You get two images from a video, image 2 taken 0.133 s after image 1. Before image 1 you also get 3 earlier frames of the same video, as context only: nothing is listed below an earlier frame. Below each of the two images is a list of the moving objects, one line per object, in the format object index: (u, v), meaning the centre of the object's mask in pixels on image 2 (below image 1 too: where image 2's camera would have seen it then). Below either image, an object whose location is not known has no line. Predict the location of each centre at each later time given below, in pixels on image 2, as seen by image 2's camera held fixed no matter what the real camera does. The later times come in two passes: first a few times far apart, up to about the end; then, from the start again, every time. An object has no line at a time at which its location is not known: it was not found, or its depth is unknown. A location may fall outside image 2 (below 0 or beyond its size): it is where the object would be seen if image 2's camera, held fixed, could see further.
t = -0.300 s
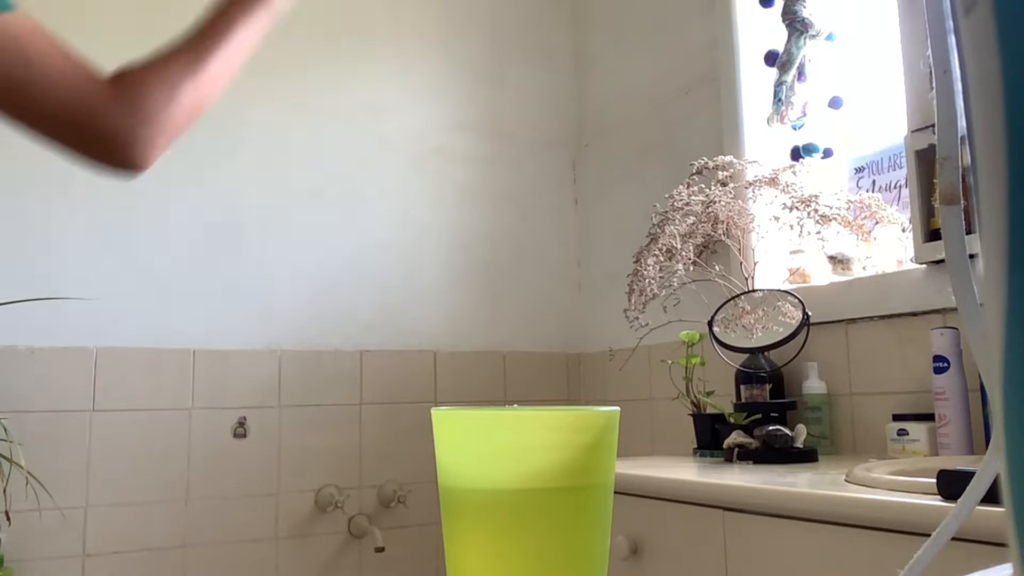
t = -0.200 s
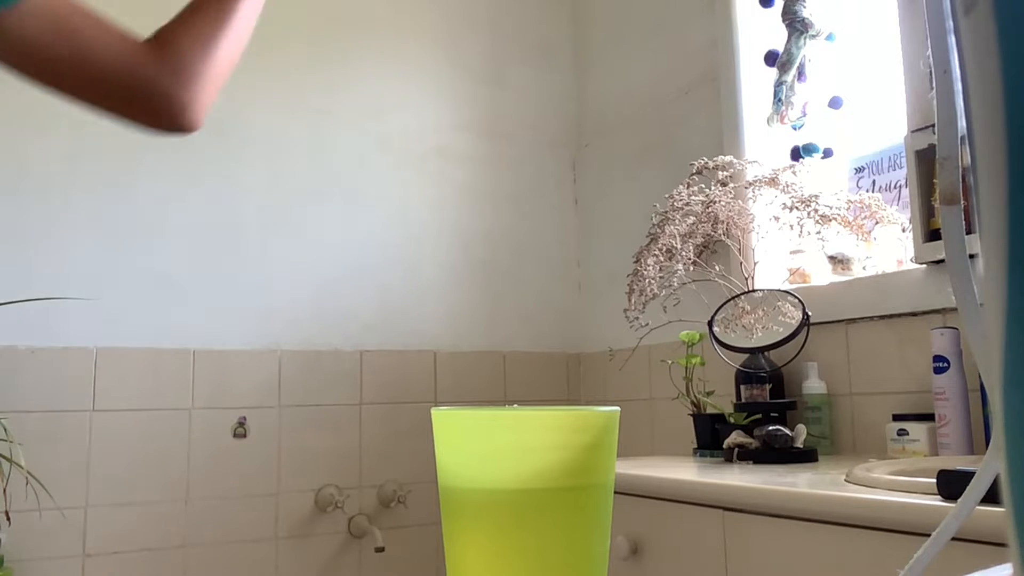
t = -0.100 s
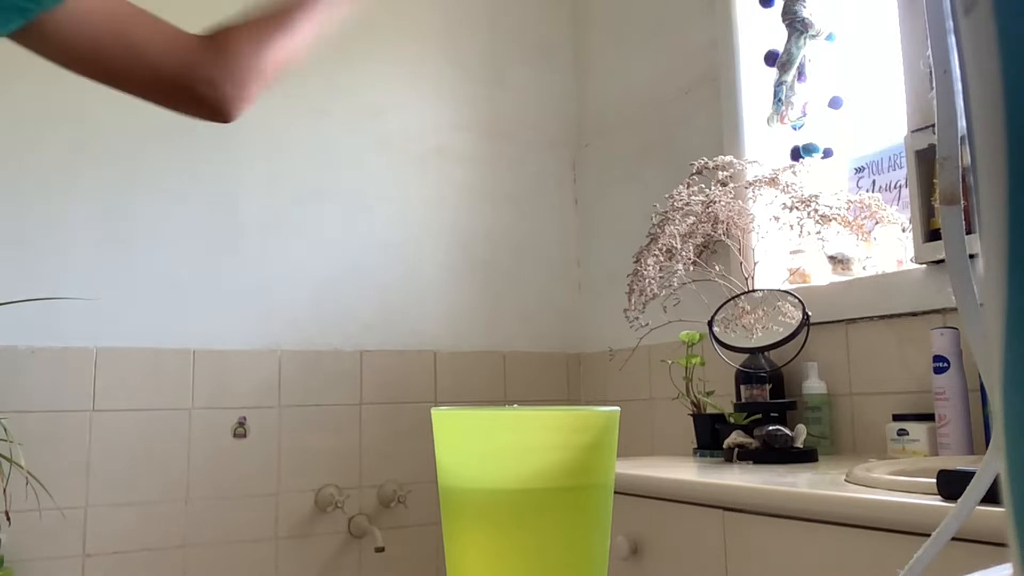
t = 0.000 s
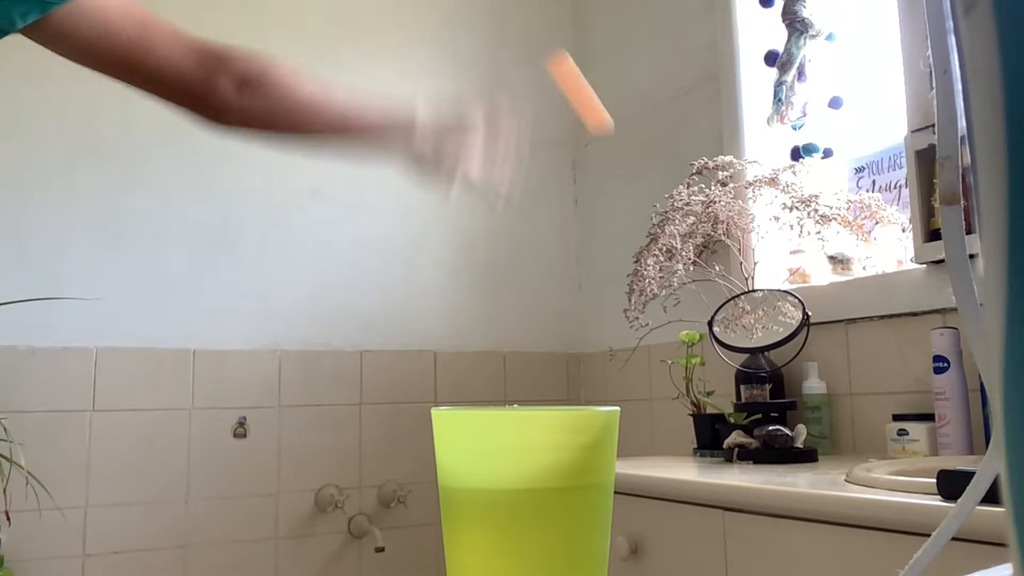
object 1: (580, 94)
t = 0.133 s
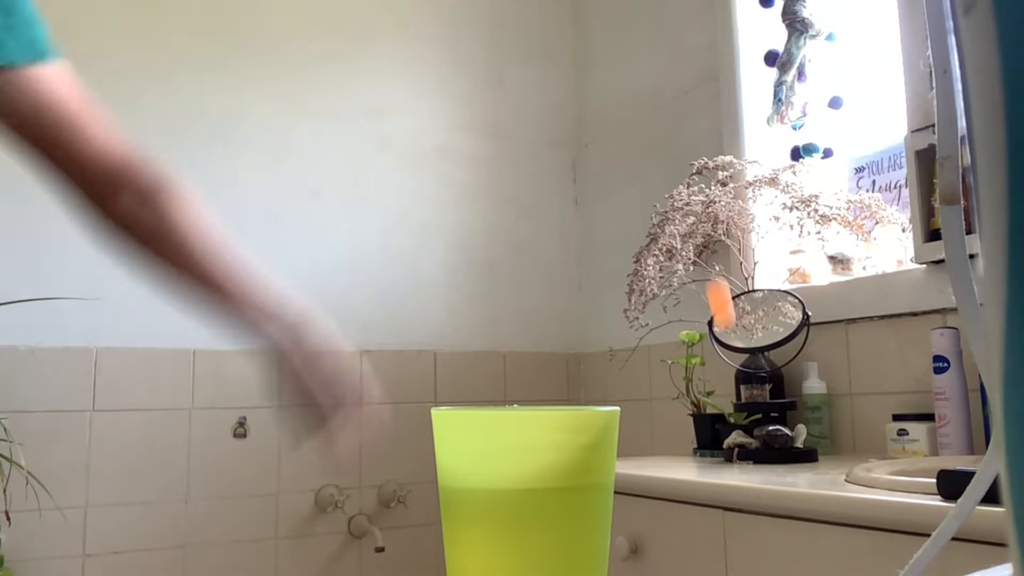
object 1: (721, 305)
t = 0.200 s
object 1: (702, 233)
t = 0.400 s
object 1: (639, 156)
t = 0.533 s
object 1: (577, 322)
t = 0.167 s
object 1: (711, 266)
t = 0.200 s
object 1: (702, 233)
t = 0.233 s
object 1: (692, 202)
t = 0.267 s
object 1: (682, 179)
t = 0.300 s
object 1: (672, 162)
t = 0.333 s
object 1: (661, 152)
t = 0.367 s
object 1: (651, 149)
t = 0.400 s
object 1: (639, 156)
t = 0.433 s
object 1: (626, 174)
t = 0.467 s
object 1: (612, 205)
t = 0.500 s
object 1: (596, 253)
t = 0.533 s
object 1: (577, 322)
